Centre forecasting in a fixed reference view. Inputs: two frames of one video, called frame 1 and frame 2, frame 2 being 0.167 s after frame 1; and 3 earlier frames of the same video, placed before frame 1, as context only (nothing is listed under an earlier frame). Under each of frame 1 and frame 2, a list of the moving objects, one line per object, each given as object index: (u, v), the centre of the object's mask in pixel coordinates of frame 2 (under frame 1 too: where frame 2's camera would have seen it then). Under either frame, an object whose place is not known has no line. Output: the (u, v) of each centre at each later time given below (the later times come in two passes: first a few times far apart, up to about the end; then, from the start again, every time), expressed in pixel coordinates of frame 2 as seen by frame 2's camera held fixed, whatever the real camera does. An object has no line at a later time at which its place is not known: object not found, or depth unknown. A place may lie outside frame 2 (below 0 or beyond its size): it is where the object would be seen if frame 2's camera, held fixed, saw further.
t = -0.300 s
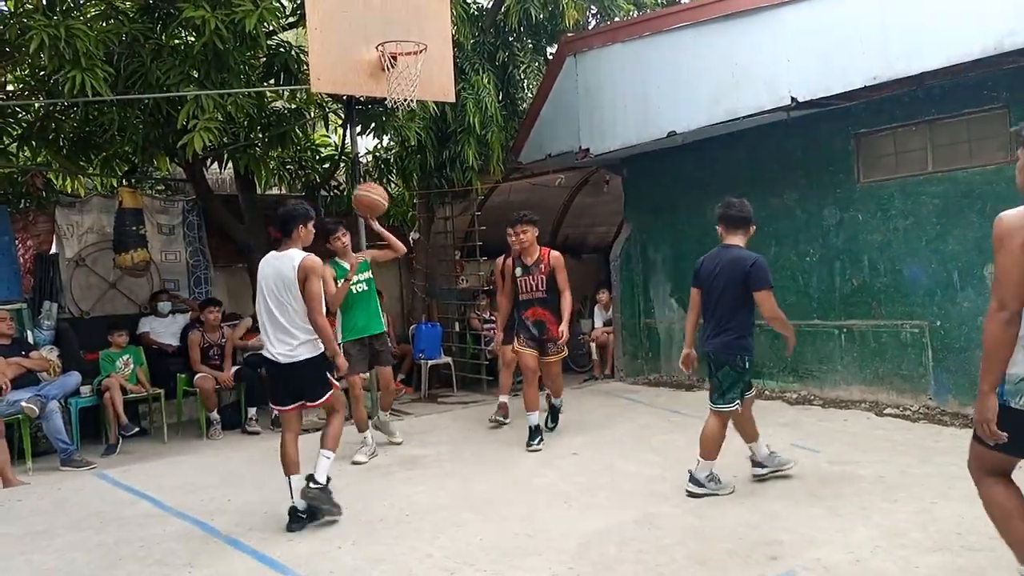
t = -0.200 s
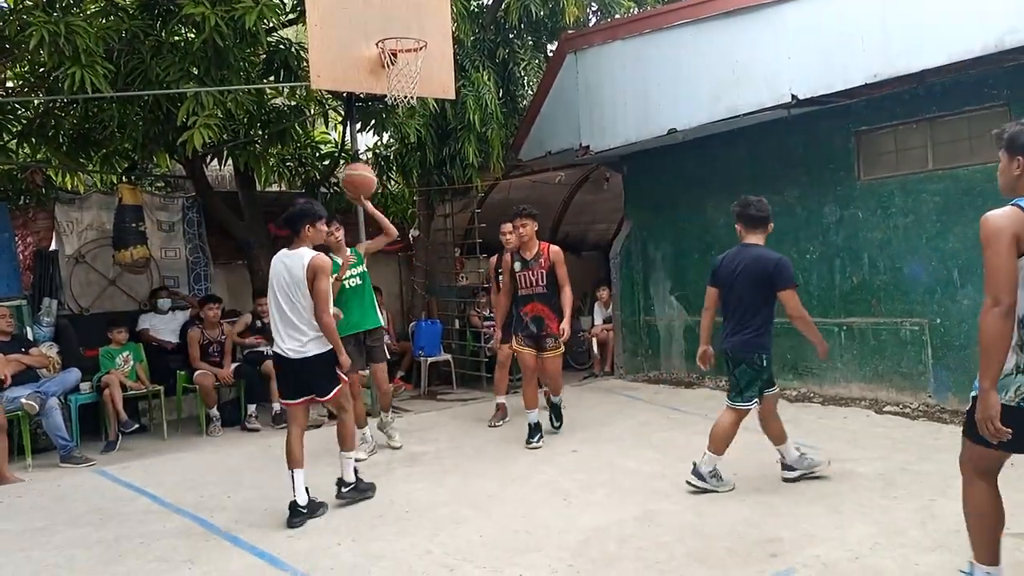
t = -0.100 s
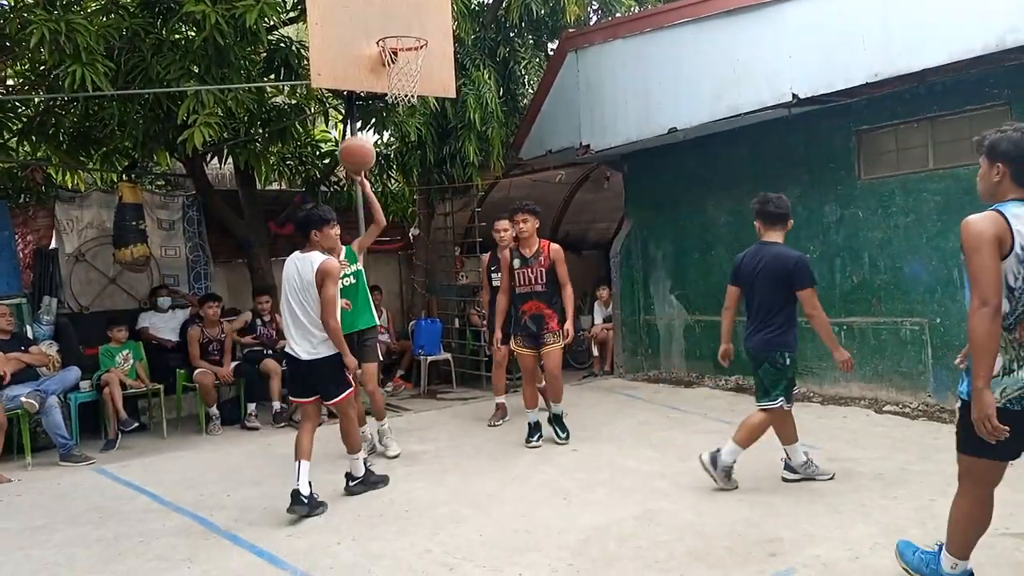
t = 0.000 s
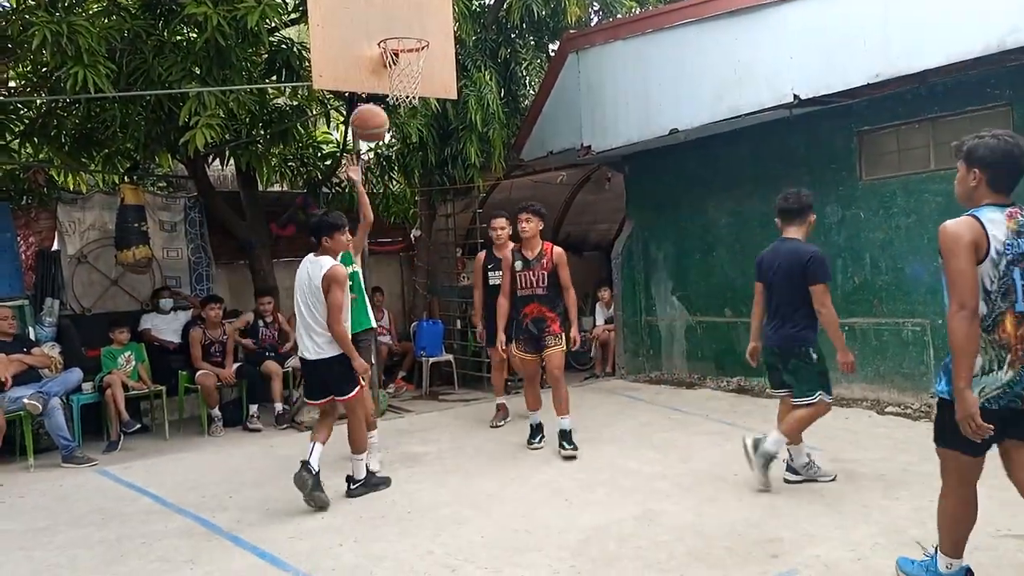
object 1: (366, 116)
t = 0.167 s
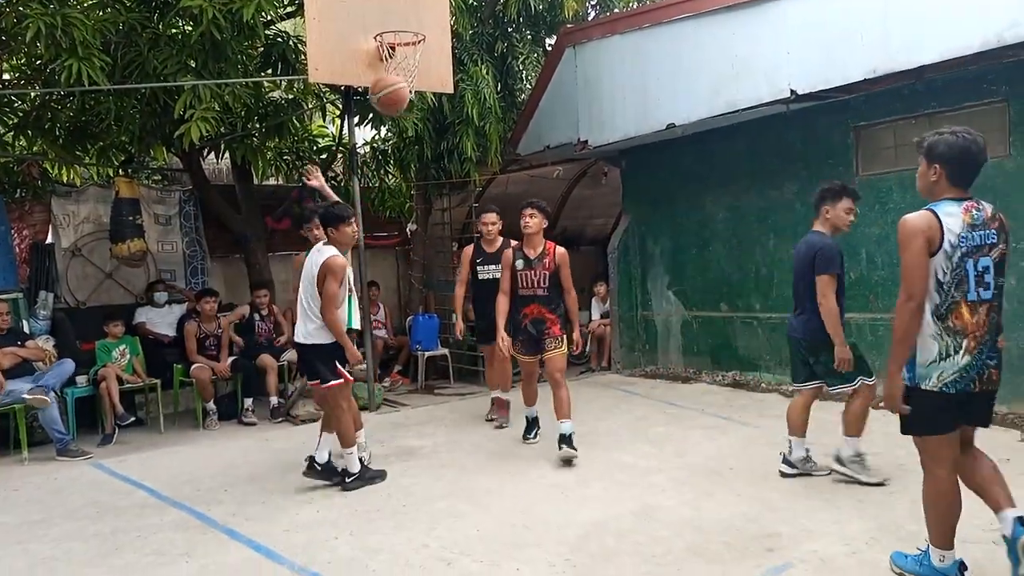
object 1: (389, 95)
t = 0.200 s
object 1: (394, 95)
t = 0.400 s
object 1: (433, 140)
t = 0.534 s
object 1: (463, 216)
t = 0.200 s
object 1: (394, 95)
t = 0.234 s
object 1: (400, 96)
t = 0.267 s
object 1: (406, 100)
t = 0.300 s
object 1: (412, 108)
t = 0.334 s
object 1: (419, 116)
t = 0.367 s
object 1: (426, 127)
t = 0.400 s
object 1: (433, 140)
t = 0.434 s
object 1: (440, 156)
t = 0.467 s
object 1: (448, 173)
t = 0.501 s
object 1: (456, 194)
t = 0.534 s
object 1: (463, 216)
